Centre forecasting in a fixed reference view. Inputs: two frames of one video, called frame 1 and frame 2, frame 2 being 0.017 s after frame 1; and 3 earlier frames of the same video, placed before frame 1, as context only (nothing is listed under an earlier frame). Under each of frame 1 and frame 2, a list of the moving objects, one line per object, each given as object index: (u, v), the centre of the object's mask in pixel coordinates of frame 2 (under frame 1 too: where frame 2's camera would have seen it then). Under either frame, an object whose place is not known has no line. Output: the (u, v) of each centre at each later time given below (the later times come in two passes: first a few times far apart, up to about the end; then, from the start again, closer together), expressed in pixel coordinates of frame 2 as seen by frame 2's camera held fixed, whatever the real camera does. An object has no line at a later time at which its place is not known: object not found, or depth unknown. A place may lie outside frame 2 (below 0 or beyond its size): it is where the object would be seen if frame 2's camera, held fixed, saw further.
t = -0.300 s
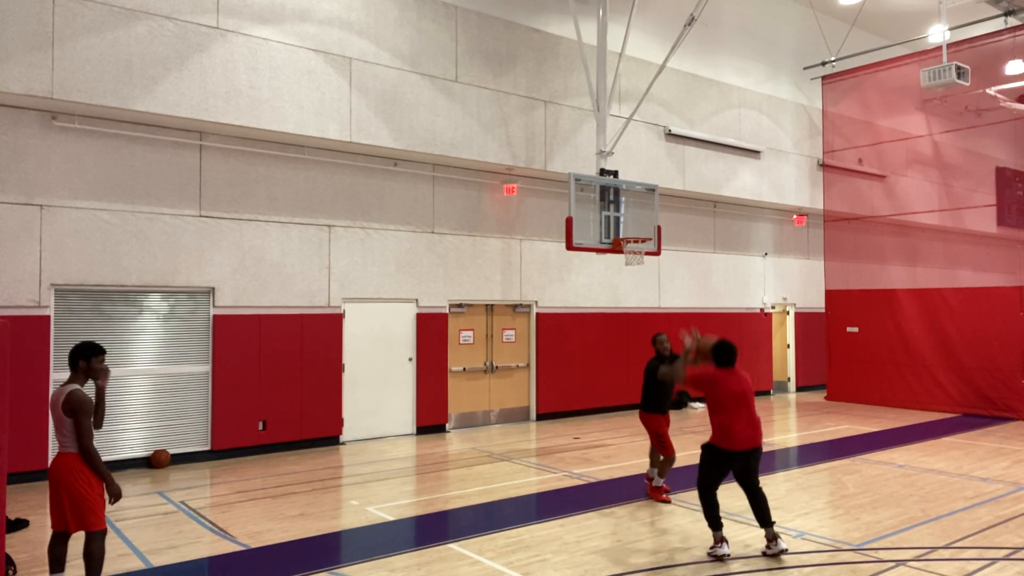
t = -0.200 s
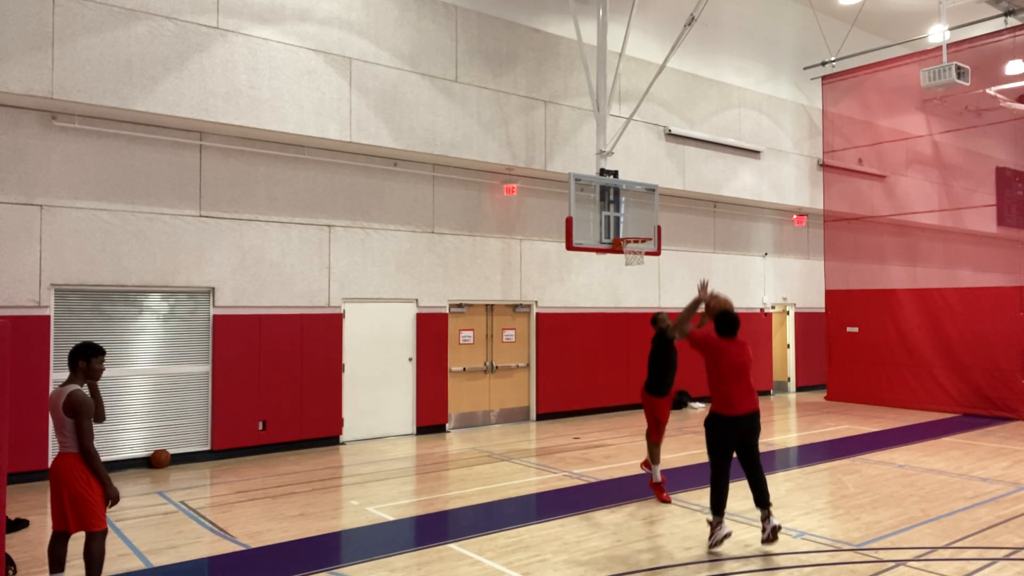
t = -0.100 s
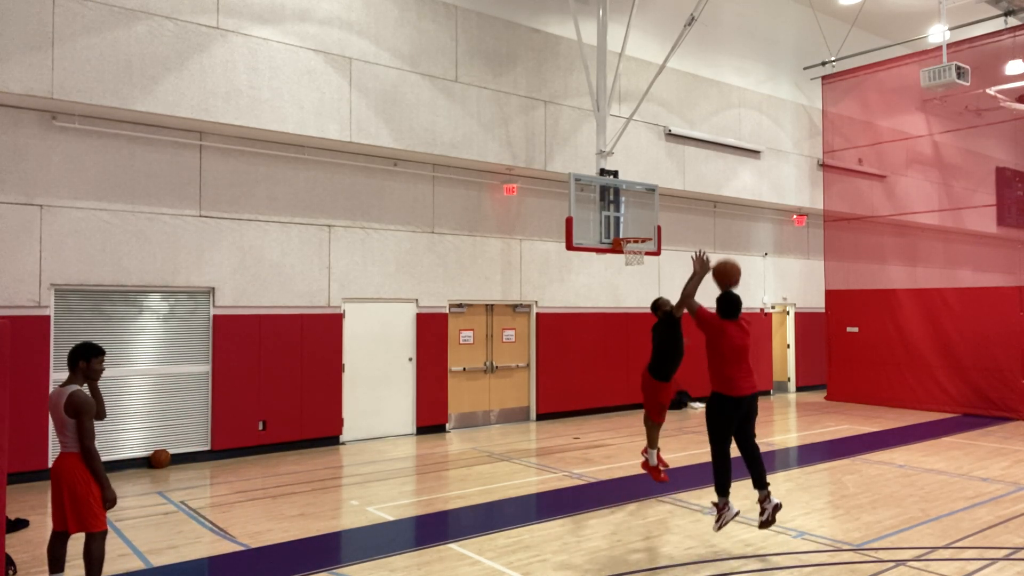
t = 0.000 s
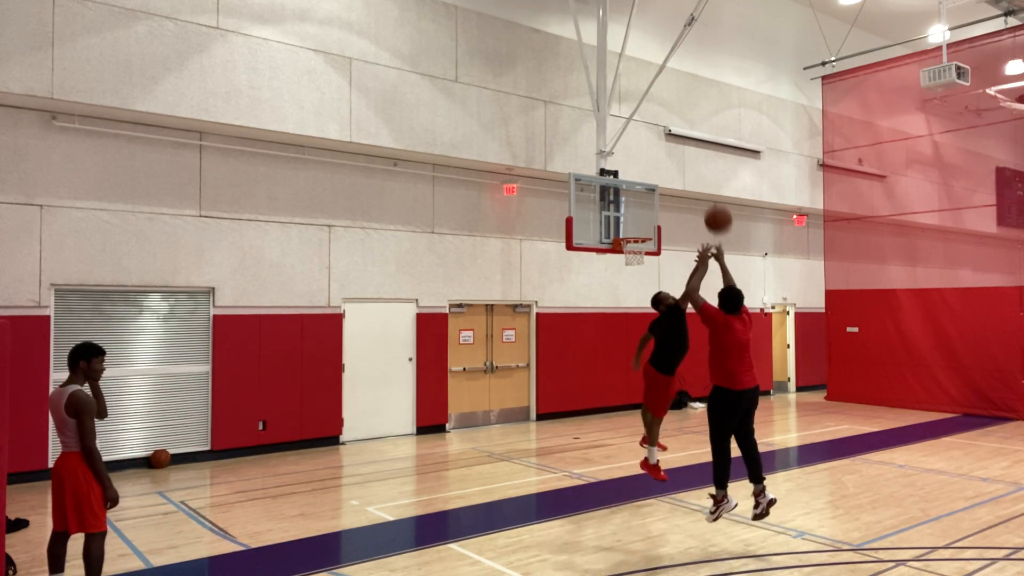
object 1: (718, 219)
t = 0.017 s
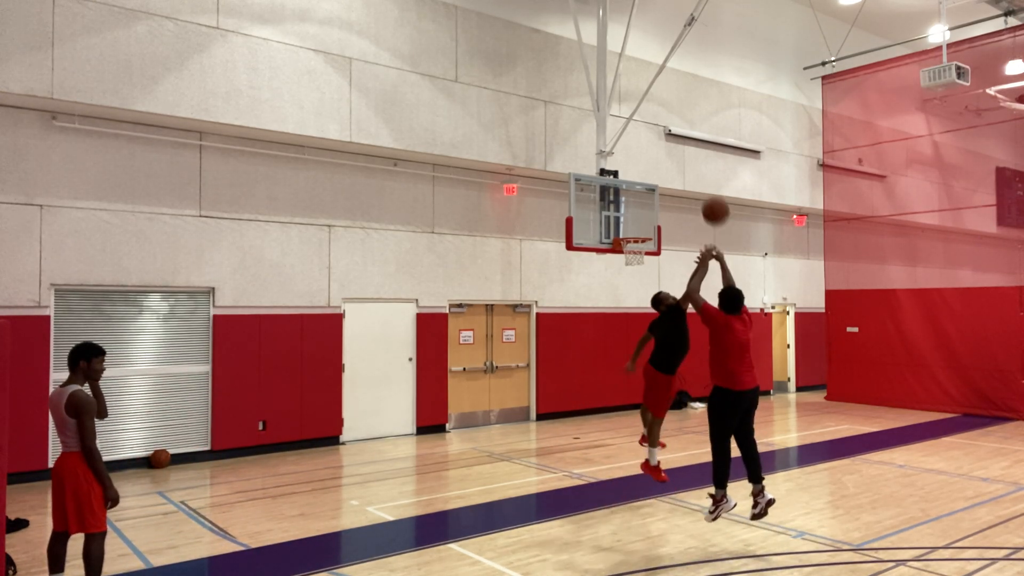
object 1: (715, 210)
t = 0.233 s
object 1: (686, 136)
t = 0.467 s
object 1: (662, 118)
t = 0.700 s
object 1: (643, 144)
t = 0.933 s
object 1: (628, 203)
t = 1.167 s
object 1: (604, 203)
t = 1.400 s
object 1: (574, 187)
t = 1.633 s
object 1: (545, 206)
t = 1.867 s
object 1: (516, 263)
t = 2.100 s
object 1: (488, 359)
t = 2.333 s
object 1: (461, 427)
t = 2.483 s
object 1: (446, 371)
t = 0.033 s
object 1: (713, 202)
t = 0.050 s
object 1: (710, 195)
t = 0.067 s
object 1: (708, 187)
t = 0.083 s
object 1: (705, 180)
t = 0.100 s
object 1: (703, 174)
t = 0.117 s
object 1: (701, 168)
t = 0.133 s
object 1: (699, 162)
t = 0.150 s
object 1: (696, 157)
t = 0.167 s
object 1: (694, 152)
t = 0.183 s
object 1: (692, 148)
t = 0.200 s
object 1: (690, 144)
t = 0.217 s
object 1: (688, 140)
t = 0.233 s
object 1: (686, 136)
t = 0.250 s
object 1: (684, 133)
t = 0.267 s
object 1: (682, 130)
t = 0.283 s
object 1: (680, 128)
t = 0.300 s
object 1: (679, 126)
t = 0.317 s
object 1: (677, 124)
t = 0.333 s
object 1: (675, 122)
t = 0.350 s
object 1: (673, 121)
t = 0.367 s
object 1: (672, 120)
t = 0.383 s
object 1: (670, 119)
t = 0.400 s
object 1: (668, 118)
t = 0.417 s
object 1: (667, 118)
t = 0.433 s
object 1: (665, 118)
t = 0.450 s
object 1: (664, 118)
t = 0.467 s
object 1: (662, 118)
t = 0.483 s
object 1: (661, 119)
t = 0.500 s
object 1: (659, 120)
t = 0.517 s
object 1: (658, 121)
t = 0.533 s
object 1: (656, 122)
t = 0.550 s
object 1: (655, 123)
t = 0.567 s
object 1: (654, 125)
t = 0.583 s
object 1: (652, 126)
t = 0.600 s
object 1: (651, 129)
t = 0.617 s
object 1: (650, 131)
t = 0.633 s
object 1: (648, 133)
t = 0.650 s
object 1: (647, 136)
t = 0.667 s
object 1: (646, 138)
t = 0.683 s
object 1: (645, 141)
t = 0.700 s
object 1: (643, 144)
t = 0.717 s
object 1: (642, 147)
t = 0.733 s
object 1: (641, 151)
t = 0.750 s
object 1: (640, 154)
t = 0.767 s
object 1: (639, 158)
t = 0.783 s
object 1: (638, 162)
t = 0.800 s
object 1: (637, 166)
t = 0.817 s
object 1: (636, 170)
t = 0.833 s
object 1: (635, 174)
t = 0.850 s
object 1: (633, 178)
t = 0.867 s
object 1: (632, 183)
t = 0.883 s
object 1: (631, 188)
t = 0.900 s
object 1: (630, 193)
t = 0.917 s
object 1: (629, 197)
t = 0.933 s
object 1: (628, 203)
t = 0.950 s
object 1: (627, 208)
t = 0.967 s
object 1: (626, 213)
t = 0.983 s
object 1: (626, 218)
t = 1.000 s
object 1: (625, 224)
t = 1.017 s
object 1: (624, 229)
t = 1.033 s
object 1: (622, 229)
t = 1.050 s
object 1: (620, 226)
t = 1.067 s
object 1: (618, 222)
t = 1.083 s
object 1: (616, 219)
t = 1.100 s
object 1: (613, 215)
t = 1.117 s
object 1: (611, 211)
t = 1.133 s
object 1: (609, 209)
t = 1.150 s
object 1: (607, 205)
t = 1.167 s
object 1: (604, 203)
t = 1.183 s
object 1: (602, 201)
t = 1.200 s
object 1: (600, 199)
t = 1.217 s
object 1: (598, 196)
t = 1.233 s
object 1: (596, 195)
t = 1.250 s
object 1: (593, 193)
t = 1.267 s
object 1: (591, 191)
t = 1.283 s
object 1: (589, 190)
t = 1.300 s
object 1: (587, 189)
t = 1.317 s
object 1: (585, 188)
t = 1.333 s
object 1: (582, 187)
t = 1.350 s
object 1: (580, 187)
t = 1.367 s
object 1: (578, 187)
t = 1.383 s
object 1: (576, 187)
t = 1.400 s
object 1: (574, 187)
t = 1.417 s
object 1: (572, 187)
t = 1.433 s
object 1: (570, 187)
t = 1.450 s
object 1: (568, 187)
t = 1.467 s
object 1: (566, 188)
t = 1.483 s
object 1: (564, 189)
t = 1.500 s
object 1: (561, 190)
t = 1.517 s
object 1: (559, 191)
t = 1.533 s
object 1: (557, 193)
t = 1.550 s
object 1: (555, 195)
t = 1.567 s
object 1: (553, 196)
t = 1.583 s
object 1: (551, 198)
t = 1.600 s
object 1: (549, 201)
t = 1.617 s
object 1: (547, 203)
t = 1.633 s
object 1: (545, 206)
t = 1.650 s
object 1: (543, 209)
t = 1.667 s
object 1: (541, 212)
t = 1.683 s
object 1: (539, 215)
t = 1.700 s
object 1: (537, 218)
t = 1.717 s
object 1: (534, 222)
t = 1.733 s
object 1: (532, 226)
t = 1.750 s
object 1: (530, 230)
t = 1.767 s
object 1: (528, 234)
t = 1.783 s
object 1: (526, 238)
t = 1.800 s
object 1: (524, 243)
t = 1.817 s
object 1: (522, 248)
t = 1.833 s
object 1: (520, 252)
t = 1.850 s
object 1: (518, 258)
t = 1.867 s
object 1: (516, 263)
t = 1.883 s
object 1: (514, 269)
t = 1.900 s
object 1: (512, 275)
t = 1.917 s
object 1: (510, 280)
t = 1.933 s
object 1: (508, 287)
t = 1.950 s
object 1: (506, 293)
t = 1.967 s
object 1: (504, 299)
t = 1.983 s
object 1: (502, 306)
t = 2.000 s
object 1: (501, 313)
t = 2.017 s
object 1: (498, 320)
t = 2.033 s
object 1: (496, 327)
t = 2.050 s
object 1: (494, 335)
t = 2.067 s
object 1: (492, 343)
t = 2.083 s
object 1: (490, 351)
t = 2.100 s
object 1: (488, 359)
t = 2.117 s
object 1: (486, 368)
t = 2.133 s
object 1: (484, 376)
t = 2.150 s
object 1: (482, 385)
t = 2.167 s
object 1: (480, 394)
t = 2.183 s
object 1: (478, 402)
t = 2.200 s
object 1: (476, 411)
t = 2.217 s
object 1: (474, 422)
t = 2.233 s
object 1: (472, 432)
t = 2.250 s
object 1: (470, 441)
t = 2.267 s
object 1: (468, 453)
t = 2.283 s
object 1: (467, 448)
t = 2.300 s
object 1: (465, 441)
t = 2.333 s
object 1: (461, 427)
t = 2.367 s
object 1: (458, 412)
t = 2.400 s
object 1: (454, 399)
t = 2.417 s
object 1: (453, 393)
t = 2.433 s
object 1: (451, 388)
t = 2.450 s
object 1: (450, 382)
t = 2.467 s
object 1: (447, 376)
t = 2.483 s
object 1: (446, 371)
